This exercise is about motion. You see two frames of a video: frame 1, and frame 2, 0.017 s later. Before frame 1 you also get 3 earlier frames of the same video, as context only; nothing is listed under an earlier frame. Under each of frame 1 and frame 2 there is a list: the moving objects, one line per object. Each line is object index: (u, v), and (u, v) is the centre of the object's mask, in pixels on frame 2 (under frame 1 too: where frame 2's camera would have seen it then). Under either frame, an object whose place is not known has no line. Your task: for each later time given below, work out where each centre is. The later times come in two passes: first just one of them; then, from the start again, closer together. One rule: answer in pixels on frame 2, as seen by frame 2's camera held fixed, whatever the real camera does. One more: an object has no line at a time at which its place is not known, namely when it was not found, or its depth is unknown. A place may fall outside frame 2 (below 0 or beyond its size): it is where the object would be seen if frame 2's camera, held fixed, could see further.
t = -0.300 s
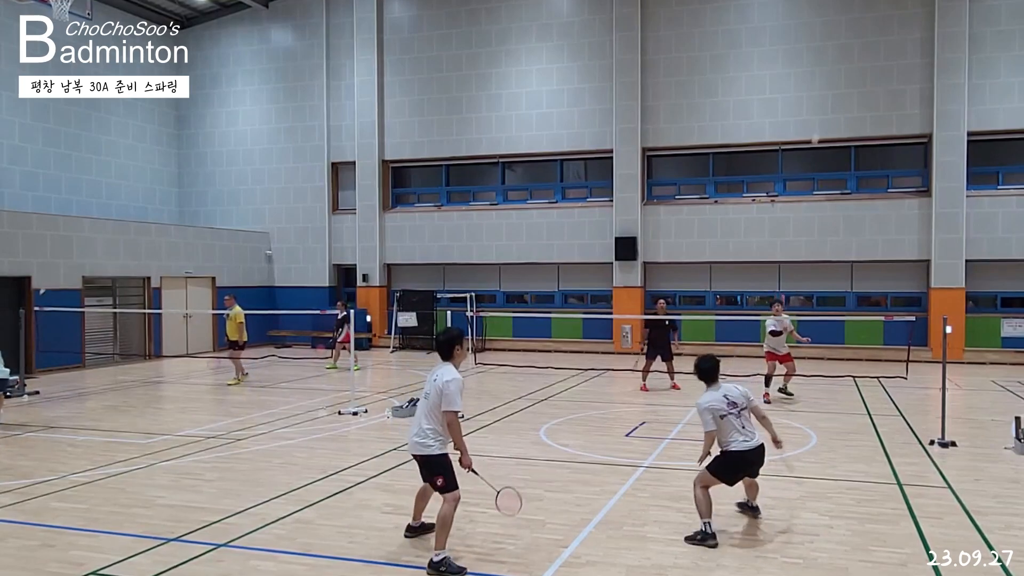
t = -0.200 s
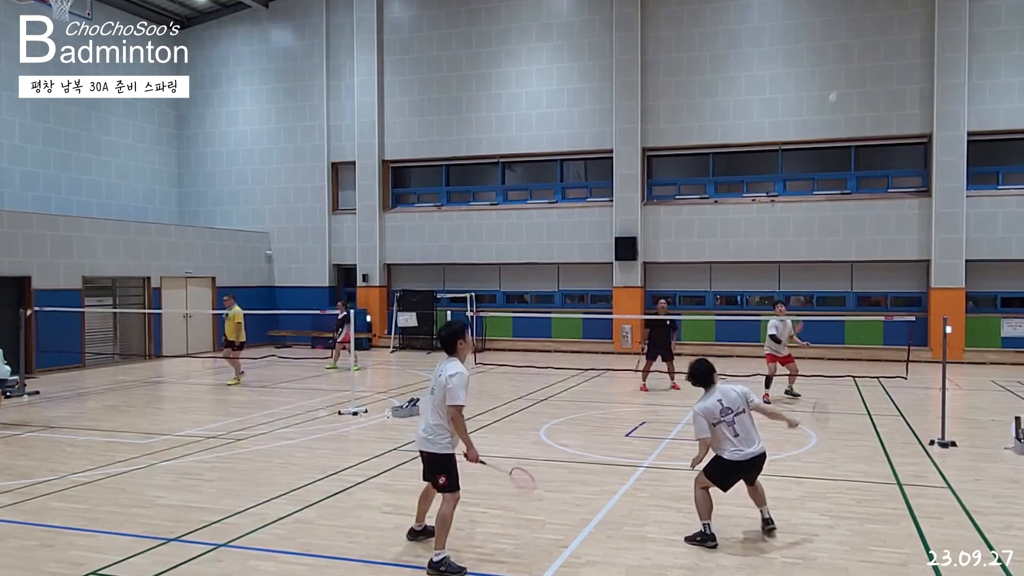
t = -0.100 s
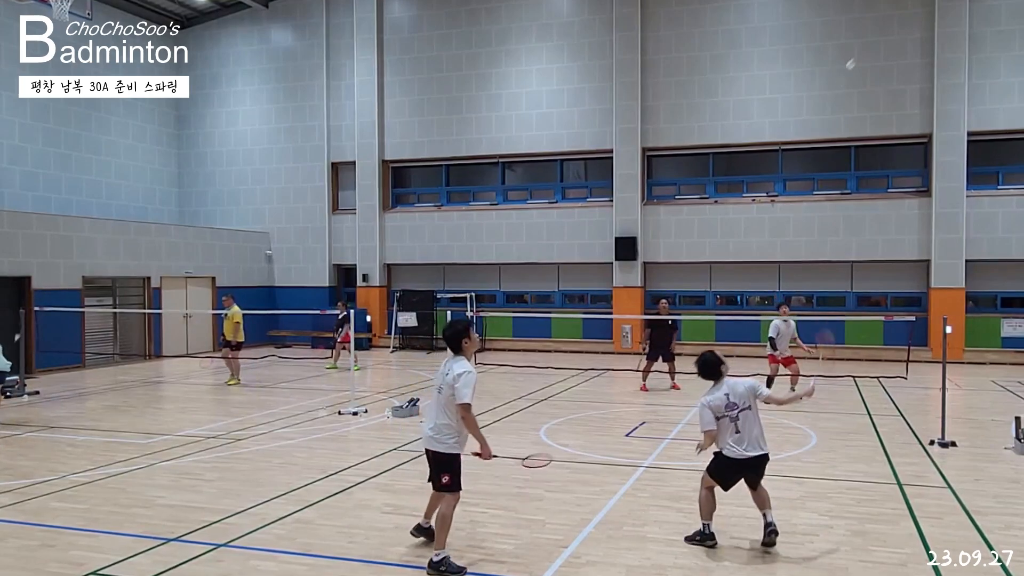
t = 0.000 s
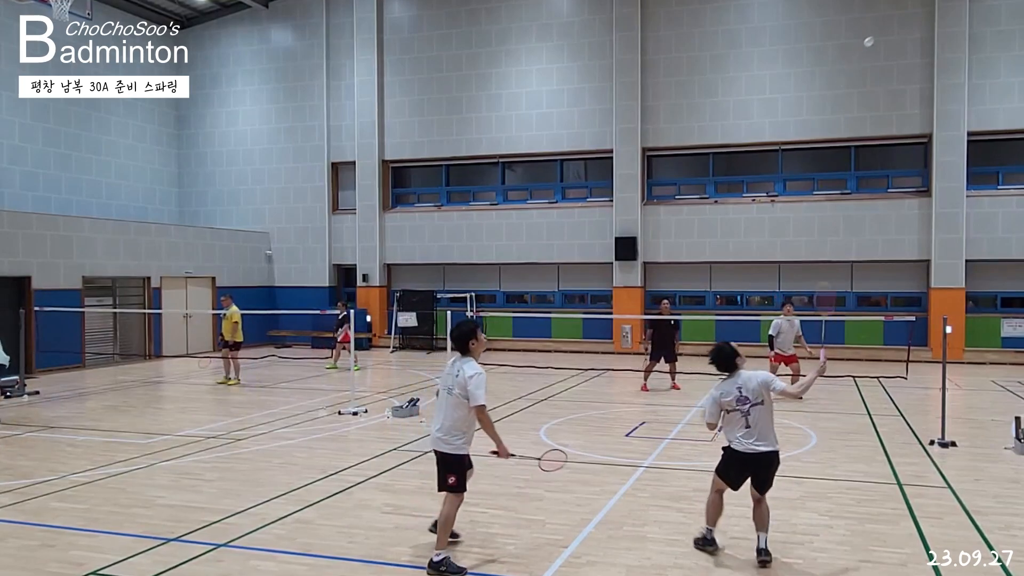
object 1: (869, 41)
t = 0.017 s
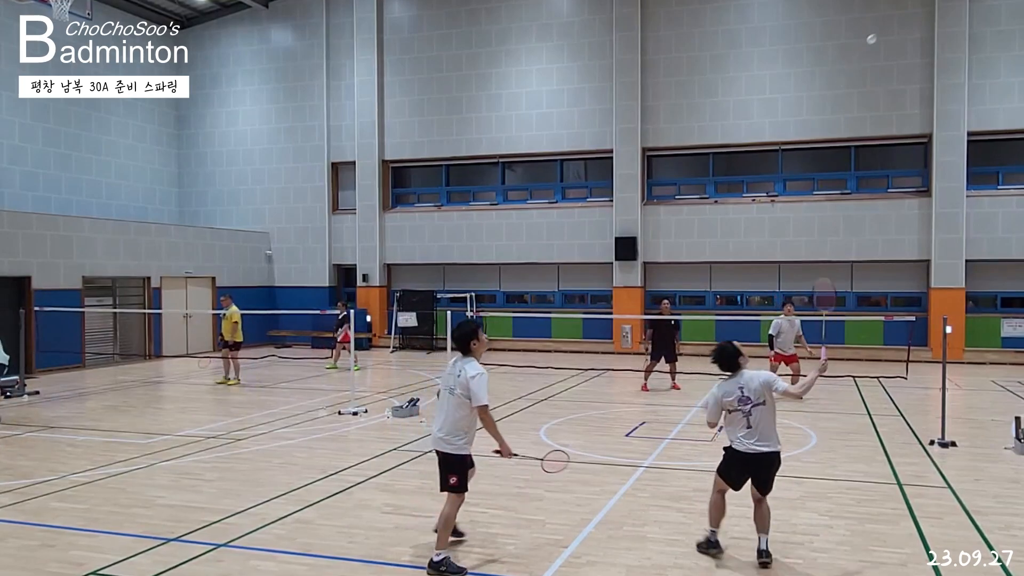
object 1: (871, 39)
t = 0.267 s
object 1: (916, 38)
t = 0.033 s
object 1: (874, 37)
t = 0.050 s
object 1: (877, 35)
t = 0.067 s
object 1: (880, 33)
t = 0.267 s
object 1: (916, 38)
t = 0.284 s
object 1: (919, 41)
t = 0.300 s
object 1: (922, 45)
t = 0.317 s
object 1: (924, 49)
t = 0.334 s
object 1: (927, 55)
